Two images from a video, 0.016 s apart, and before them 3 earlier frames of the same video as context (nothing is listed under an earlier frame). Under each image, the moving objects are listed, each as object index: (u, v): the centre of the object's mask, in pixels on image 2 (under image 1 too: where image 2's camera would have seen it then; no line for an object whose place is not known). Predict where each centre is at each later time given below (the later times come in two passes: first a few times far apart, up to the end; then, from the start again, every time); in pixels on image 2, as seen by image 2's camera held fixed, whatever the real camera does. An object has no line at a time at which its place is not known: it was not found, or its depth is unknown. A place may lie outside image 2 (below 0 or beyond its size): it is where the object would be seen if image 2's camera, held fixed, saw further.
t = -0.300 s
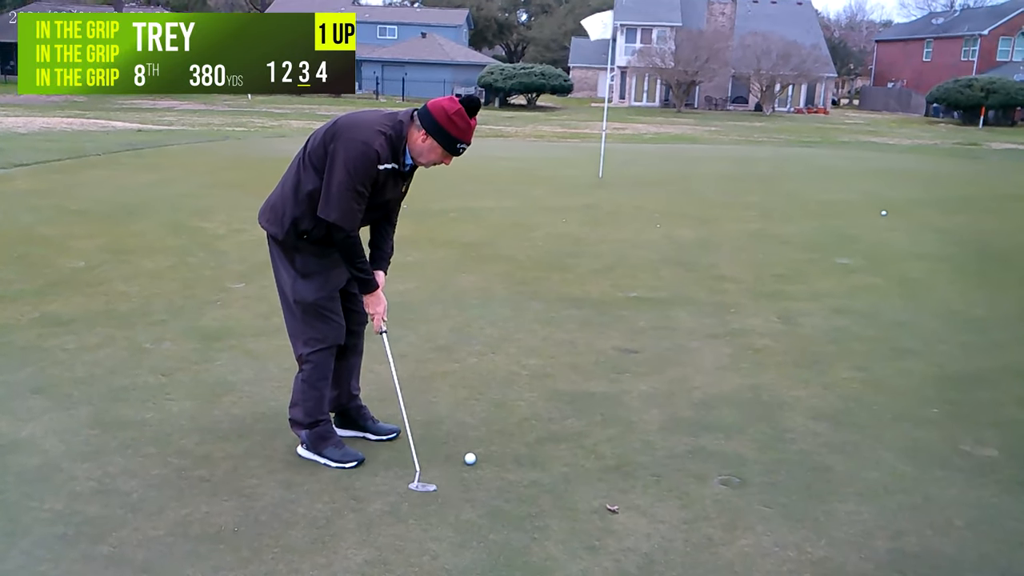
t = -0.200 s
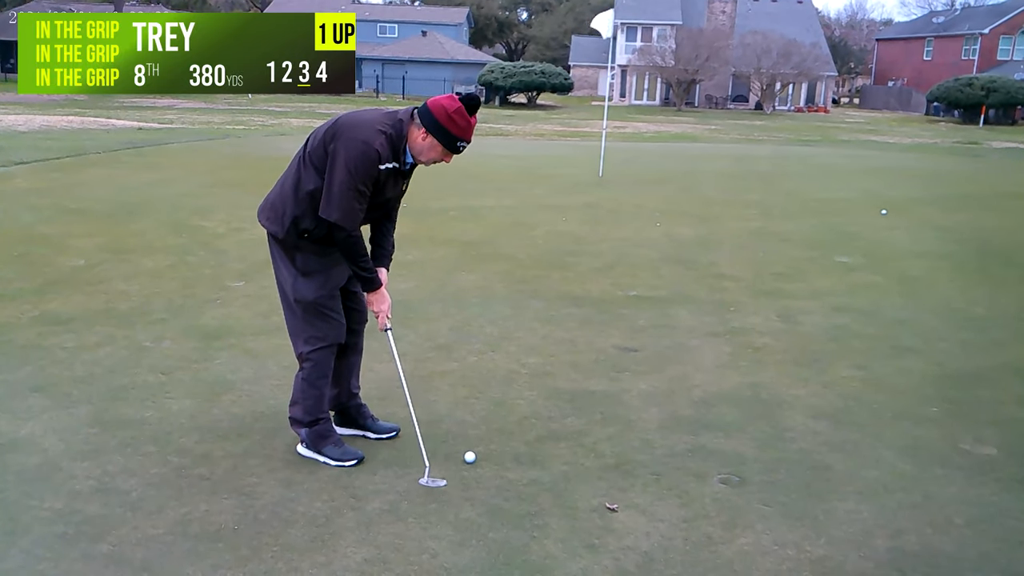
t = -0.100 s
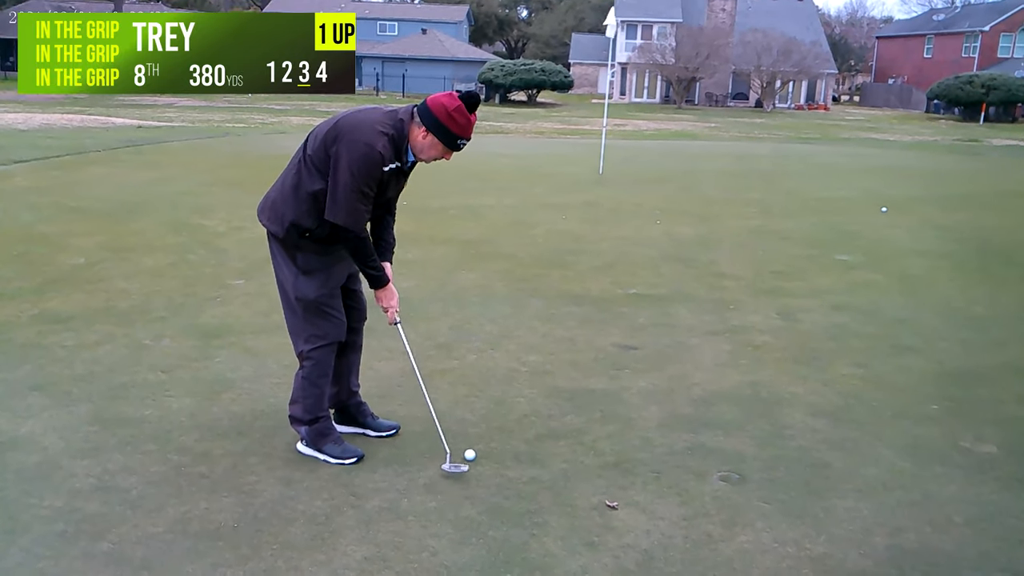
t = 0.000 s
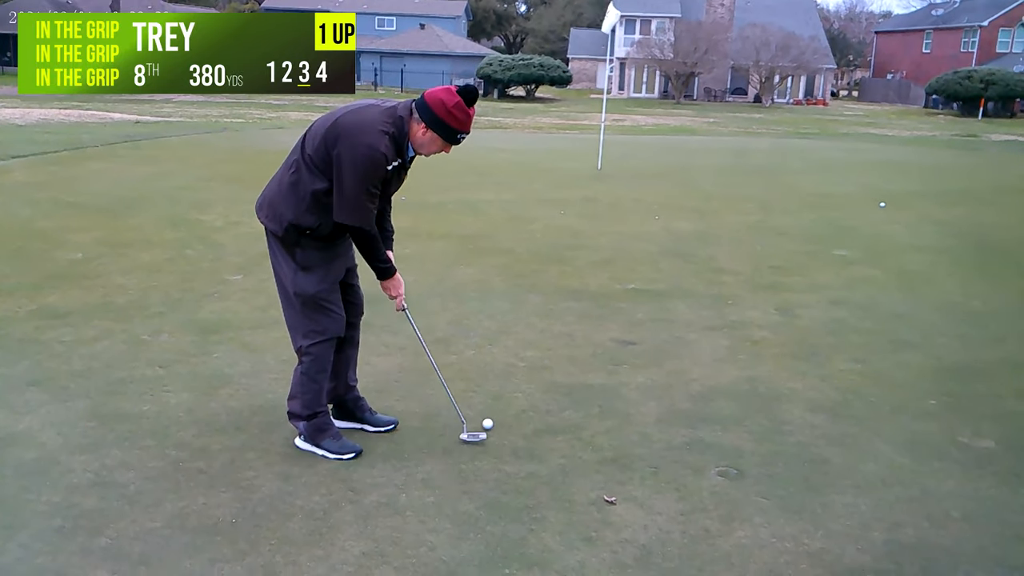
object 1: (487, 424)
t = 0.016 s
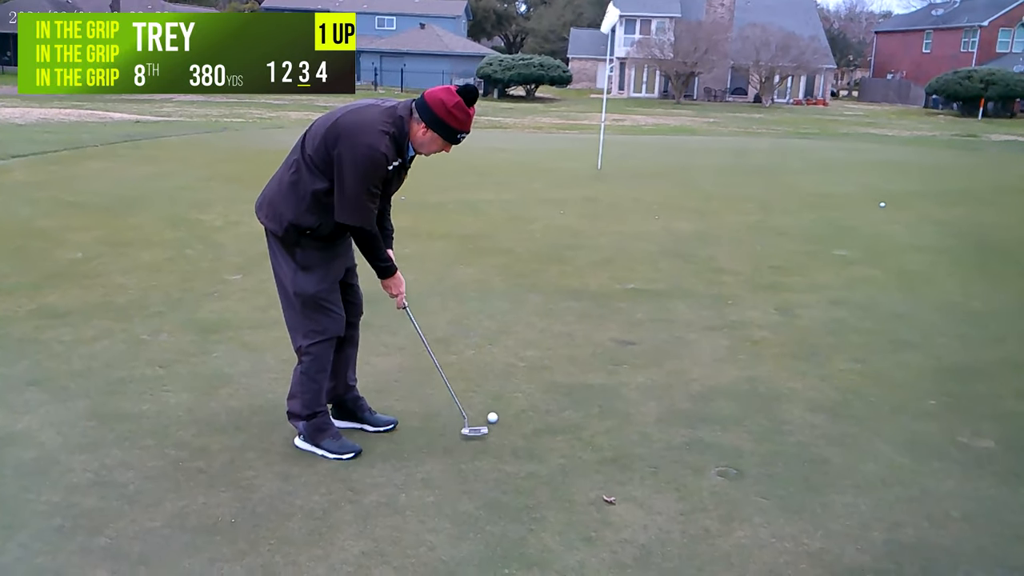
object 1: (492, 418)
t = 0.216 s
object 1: (534, 361)
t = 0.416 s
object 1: (559, 325)
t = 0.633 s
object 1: (578, 295)
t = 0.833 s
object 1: (592, 274)
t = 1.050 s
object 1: (602, 255)
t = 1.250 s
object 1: (610, 241)
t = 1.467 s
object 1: (616, 228)
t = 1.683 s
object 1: (620, 218)
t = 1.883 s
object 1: (623, 210)
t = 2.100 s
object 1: (625, 202)
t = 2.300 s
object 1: (626, 196)
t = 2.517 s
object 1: (626, 191)
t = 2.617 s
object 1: (626, 189)
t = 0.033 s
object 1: (497, 411)
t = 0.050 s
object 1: (501, 405)
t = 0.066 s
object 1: (506, 399)
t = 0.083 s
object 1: (510, 394)
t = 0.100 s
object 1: (513, 390)
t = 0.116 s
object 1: (517, 385)
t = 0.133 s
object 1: (520, 380)
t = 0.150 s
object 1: (523, 376)
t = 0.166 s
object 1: (526, 372)
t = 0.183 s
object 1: (529, 368)
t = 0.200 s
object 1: (532, 364)
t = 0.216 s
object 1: (534, 361)
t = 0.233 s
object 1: (537, 357)
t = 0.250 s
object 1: (539, 354)
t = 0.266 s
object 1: (542, 351)
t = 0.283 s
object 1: (544, 348)
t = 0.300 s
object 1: (546, 345)
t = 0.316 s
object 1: (548, 341)
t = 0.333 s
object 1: (550, 339)
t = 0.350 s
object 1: (552, 336)
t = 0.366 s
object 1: (554, 333)
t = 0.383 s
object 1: (556, 330)
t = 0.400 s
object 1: (558, 328)
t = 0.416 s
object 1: (559, 325)
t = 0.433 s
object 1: (561, 322)
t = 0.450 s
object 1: (562, 320)
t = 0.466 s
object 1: (564, 317)
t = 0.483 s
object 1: (566, 315)
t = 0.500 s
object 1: (567, 312)
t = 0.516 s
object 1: (569, 310)
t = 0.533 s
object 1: (570, 308)
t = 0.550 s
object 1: (572, 306)
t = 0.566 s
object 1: (573, 303)
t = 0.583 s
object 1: (574, 301)
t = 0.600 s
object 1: (576, 299)
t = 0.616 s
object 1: (577, 297)
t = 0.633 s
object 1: (578, 295)
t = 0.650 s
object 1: (579, 293)
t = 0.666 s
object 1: (581, 291)
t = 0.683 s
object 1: (582, 289)
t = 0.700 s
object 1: (583, 287)
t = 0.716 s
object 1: (585, 285)
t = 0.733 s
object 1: (586, 283)
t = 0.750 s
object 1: (586, 282)
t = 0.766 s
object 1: (587, 280)
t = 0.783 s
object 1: (589, 278)
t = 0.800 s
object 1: (590, 277)
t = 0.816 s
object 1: (591, 275)
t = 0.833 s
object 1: (592, 274)
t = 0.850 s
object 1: (593, 272)
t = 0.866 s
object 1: (593, 271)
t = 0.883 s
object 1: (594, 269)
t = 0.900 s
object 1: (595, 267)
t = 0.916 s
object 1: (596, 266)
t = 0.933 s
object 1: (597, 265)
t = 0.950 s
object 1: (598, 263)
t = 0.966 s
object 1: (599, 262)
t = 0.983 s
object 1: (600, 260)
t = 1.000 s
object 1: (600, 259)
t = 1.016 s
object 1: (601, 258)
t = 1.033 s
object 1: (602, 256)
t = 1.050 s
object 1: (602, 255)
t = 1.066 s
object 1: (603, 254)
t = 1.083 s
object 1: (604, 252)
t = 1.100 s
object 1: (605, 251)
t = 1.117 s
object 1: (605, 250)
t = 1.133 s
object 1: (606, 249)
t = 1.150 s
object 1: (606, 248)
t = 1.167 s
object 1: (607, 247)
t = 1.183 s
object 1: (608, 245)
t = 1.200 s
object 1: (608, 244)
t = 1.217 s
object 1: (609, 243)
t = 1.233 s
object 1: (609, 242)
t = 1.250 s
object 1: (610, 241)
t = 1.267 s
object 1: (611, 240)
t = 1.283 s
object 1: (611, 239)
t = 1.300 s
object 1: (612, 238)
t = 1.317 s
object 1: (612, 237)
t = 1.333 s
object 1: (613, 236)
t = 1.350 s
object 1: (613, 235)
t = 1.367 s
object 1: (614, 234)
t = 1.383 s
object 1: (614, 233)
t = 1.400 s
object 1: (615, 232)
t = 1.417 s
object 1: (615, 231)
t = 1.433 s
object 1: (615, 230)
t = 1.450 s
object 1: (616, 229)
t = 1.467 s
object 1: (616, 228)
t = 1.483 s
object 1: (616, 227)
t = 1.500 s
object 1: (617, 226)
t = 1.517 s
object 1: (617, 226)
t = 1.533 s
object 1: (618, 225)
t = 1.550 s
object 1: (618, 224)
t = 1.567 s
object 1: (618, 223)
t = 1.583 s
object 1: (619, 222)
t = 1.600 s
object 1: (619, 222)
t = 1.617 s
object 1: (619, 221)
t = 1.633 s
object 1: (620, 220)
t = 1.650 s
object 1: (620, 219)
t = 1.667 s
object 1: (620, 219)
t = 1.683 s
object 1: (620, 218)
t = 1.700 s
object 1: (620, 217)
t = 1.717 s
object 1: (621, 217)
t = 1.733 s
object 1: (621, 216)
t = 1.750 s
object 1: (621, 215)
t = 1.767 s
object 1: (622, 214)
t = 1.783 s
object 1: (622, 214)
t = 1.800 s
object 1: (622, 213)
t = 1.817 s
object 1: (622, 212)
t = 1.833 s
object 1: (623, 212)
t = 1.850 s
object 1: (623, 211)
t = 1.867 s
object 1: (623, 211)
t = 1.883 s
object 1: (623, 210)
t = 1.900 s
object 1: (624, 209)
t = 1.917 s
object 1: (624, 209)
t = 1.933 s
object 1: (624, 208)
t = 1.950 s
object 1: (624, 207)
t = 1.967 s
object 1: (624, 207)
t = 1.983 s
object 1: (624, 206)
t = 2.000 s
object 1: (624, 206)
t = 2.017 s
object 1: (625, 205)
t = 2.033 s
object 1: (625, 205)
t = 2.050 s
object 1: (625, 204)
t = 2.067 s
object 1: (625, 204)
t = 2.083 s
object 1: (625, 203)
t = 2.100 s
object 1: (625, 202)
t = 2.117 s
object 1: (625, 202)
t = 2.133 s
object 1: (625, 201)
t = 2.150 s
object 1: (625, 201)
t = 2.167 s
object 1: (625, 201)
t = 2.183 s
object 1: (625, 200)
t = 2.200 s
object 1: (625, 199)
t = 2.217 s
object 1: (625, 199)
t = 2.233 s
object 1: (625, 198)
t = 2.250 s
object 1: (625, 198)
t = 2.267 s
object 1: (626, 197)
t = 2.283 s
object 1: (626, 197)
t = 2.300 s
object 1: (626, 196)
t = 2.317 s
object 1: (626, 196)
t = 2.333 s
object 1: (626, 196)
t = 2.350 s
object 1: (626, 195)
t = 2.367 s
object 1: (626, 195)
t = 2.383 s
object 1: (626, 194)
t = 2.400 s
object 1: (626, 194)
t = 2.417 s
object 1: (626, 193)
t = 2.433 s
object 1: (626, 193)
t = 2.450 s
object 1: (625, 193)
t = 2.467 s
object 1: (626, 193)
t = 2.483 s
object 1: (626, 192)
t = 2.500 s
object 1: (626, 191)
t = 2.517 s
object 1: (626, 191)
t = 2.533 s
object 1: (626, 191)
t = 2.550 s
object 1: (626, 191)
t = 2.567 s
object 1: (626, 190)
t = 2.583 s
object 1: (626, 190)
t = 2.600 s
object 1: (626, 189)
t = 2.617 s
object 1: (626, 189)
